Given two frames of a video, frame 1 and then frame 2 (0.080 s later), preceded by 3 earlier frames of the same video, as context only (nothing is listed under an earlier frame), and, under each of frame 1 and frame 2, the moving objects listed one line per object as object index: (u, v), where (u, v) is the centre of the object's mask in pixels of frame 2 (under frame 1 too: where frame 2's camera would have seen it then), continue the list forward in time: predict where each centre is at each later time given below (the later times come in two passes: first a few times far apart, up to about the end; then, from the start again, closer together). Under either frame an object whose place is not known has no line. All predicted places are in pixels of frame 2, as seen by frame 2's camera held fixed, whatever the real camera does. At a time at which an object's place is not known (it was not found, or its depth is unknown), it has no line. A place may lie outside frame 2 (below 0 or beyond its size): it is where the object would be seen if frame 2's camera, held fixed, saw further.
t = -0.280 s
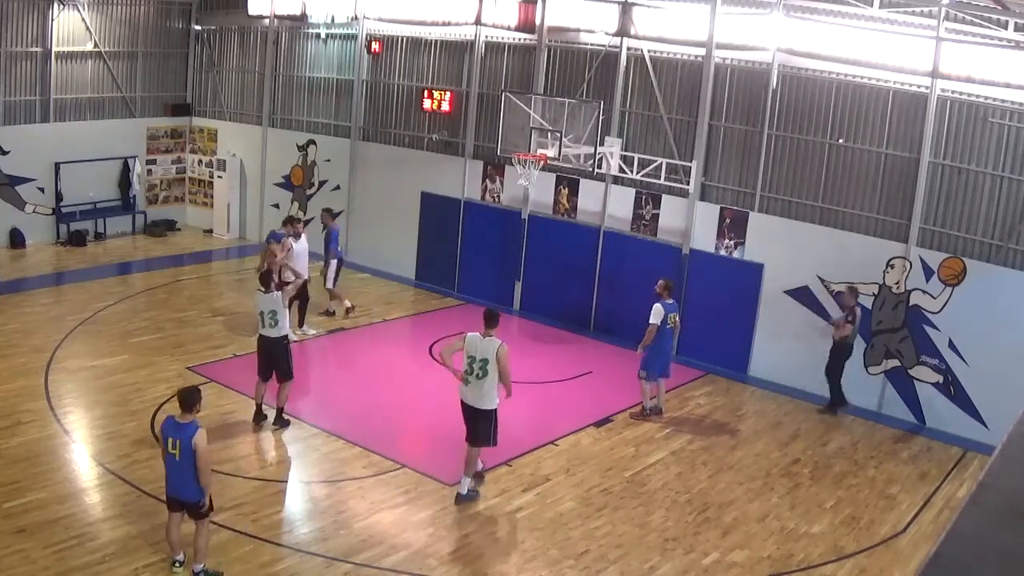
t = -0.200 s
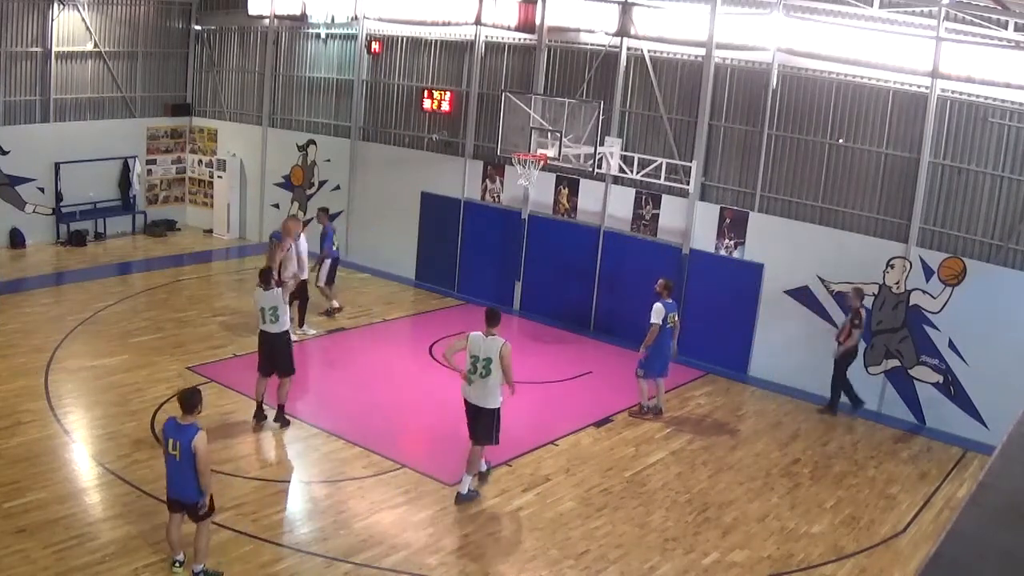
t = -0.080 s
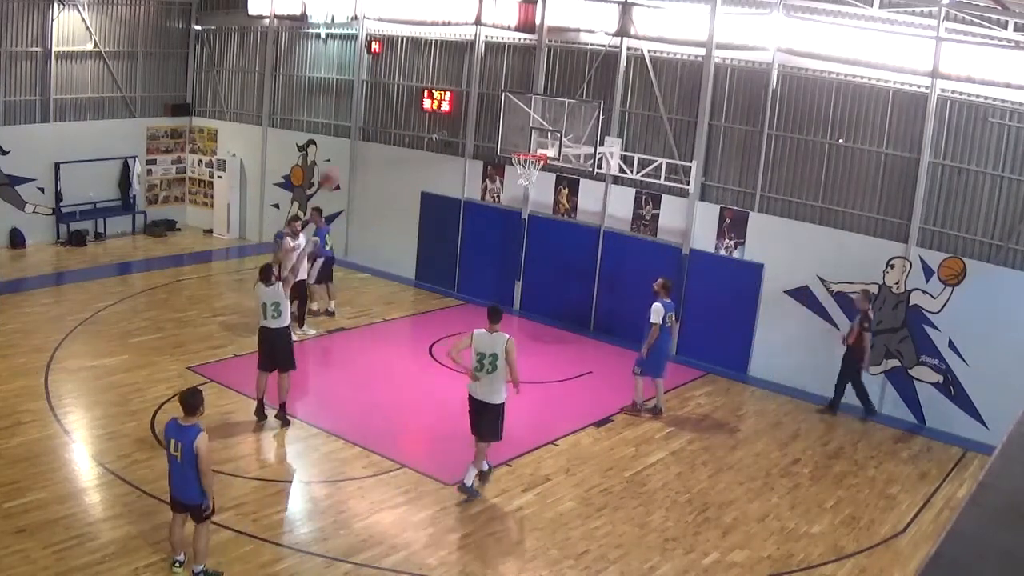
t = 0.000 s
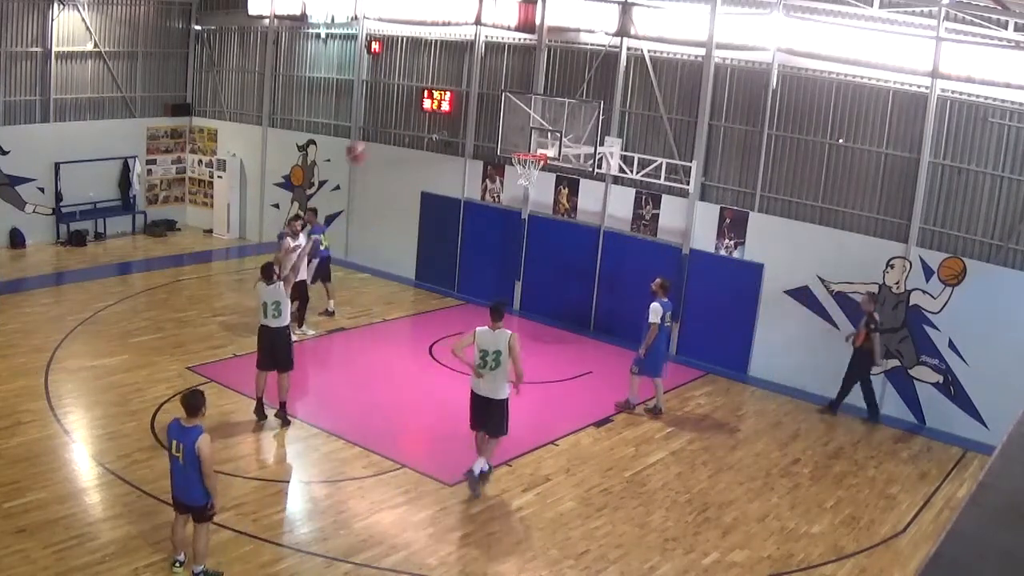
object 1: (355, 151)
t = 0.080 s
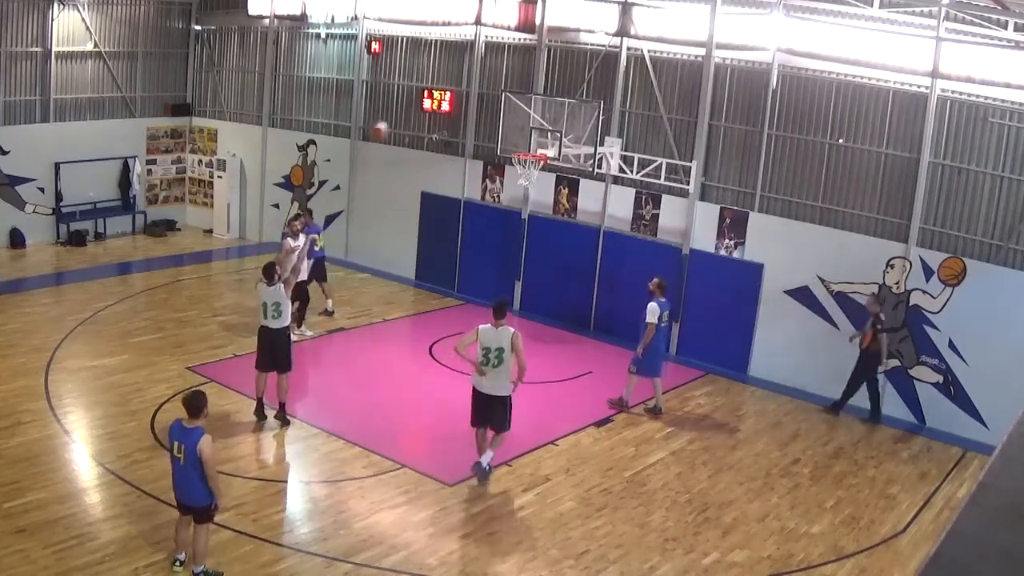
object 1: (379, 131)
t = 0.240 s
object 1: (422, 106)
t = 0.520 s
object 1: (489, 113)
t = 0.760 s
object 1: (532, 161)
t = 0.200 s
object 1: (415, 110)
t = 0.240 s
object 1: (422, 106)
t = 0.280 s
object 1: (433, 104)
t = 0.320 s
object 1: (446, 103)
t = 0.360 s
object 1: (454, 102)
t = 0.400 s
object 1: (463, 103)
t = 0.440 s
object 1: (471, 106)
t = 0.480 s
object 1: (480, 109)
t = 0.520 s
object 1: (489, 113)
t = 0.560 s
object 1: (496, 119)
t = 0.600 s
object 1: (504, 125)
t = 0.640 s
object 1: (511, 133)
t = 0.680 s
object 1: (519, 140)
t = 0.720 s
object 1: (525, 148)
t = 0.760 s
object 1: (532, 161)
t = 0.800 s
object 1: (538, 169)
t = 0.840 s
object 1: (538, 171)
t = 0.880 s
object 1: (537, 172)
